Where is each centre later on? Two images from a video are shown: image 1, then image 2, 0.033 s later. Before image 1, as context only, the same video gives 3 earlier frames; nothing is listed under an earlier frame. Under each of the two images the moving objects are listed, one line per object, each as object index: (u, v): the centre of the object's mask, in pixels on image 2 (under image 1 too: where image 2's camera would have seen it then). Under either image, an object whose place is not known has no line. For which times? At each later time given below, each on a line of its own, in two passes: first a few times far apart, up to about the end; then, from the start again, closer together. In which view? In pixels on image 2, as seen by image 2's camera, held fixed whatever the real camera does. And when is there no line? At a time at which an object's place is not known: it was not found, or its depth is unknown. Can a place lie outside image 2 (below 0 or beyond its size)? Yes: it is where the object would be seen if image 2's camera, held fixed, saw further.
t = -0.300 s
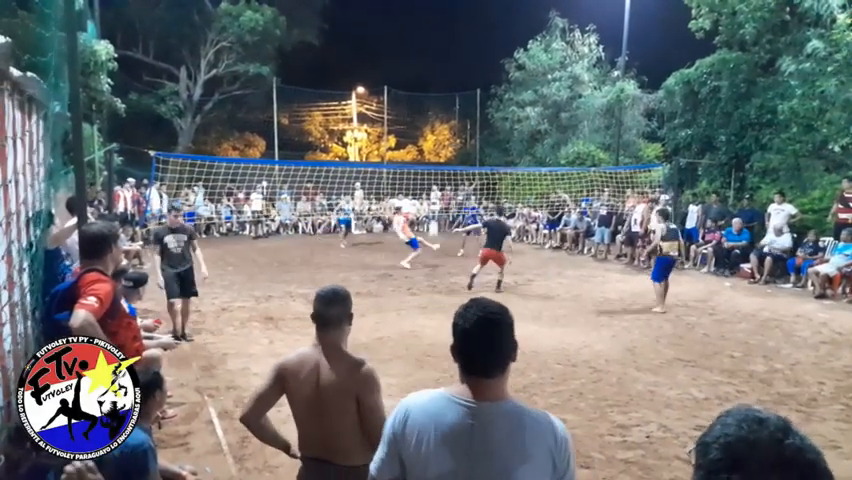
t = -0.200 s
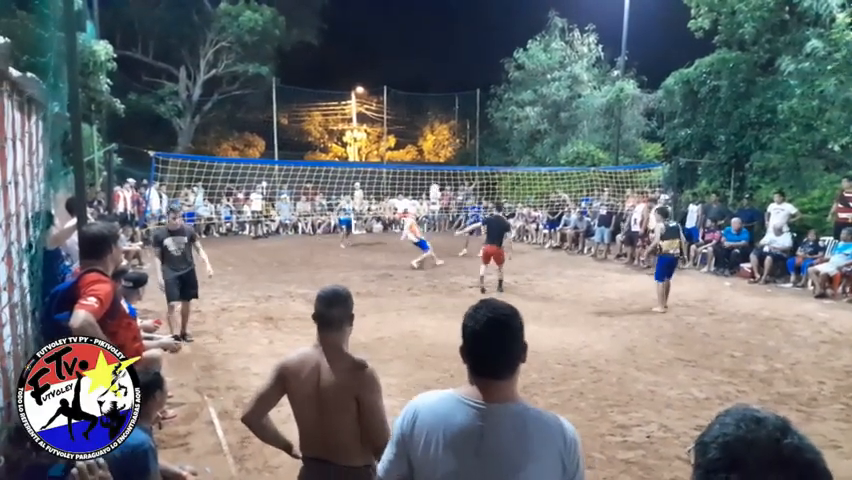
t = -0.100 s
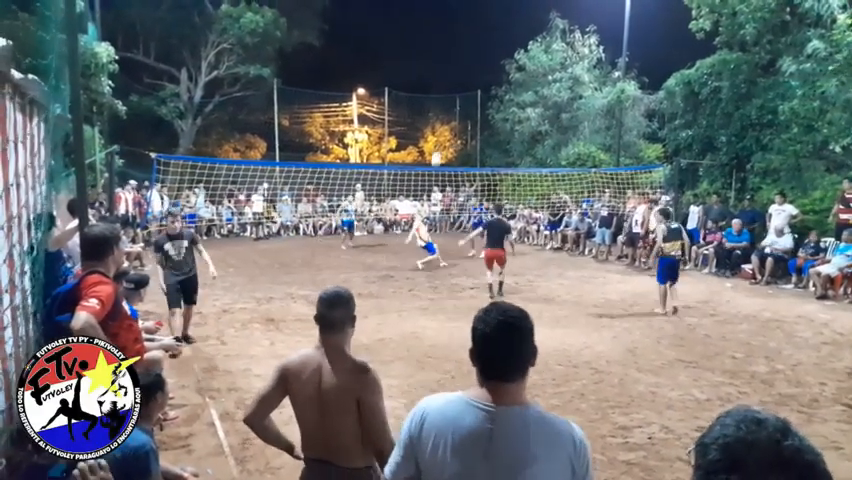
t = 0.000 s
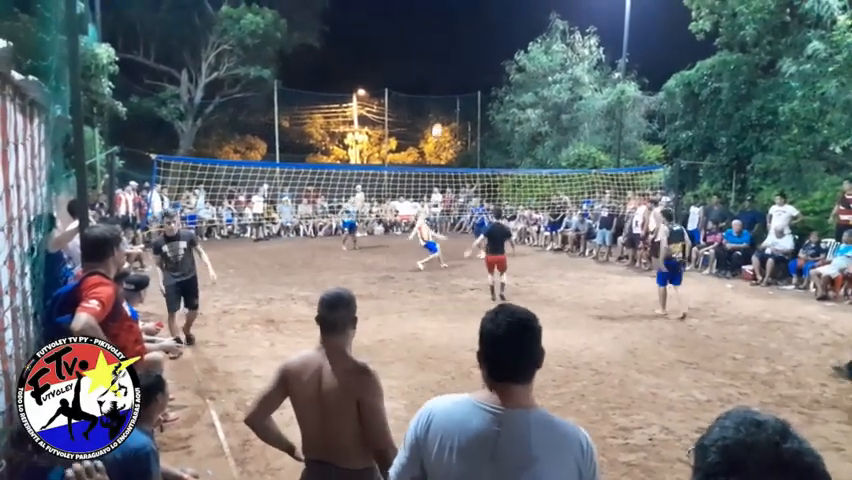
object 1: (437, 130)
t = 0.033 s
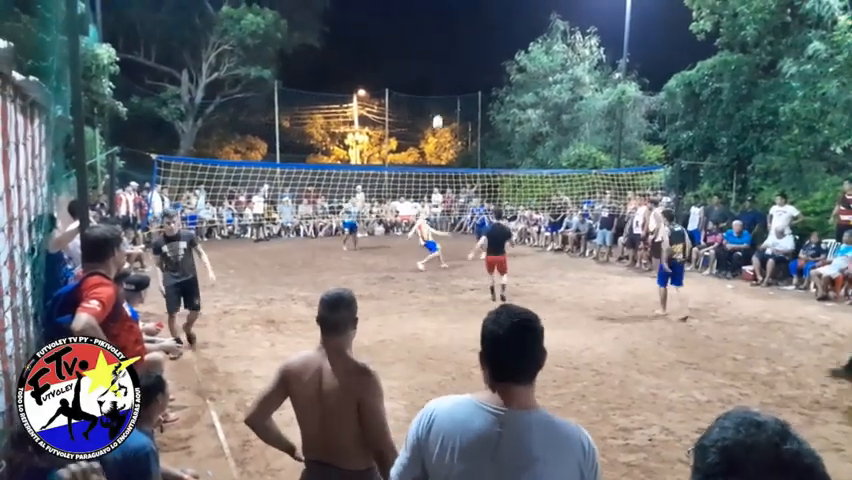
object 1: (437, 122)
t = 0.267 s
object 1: (438, 74)
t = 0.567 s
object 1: (439, 47)
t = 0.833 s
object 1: (439, 54)
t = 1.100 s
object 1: (438, 90)
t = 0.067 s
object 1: (437, 113)
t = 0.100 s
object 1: (437, 105)
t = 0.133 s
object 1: (437, 99)
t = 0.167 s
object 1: (437, 92)
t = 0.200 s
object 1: (438, 85)
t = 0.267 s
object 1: (438, 74)
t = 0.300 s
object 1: (438, 69)
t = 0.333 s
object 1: (438, 64)
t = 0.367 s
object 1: (439, 60)
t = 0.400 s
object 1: (439, 56)
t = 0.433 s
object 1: (439, 53)
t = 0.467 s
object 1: (439, 51)
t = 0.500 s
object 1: (439, 49)
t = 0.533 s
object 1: (439, 48)
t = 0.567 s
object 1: (439, 47)
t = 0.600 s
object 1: (439, 46)
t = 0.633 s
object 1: (439, 46)
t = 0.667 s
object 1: (439, 46)
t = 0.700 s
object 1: (439, 47)
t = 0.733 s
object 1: (439, 48)
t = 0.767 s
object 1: (439, 49)
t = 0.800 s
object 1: (439, 51)
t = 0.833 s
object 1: (439, 54)
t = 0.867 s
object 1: (439, 57)
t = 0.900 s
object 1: (439, 60)
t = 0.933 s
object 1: (439, 64)
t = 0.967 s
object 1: (438, 68)
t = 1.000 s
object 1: (438, 73)
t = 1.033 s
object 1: (438, 78)
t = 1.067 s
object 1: (438, 84)
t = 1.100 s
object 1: (438, 90)
